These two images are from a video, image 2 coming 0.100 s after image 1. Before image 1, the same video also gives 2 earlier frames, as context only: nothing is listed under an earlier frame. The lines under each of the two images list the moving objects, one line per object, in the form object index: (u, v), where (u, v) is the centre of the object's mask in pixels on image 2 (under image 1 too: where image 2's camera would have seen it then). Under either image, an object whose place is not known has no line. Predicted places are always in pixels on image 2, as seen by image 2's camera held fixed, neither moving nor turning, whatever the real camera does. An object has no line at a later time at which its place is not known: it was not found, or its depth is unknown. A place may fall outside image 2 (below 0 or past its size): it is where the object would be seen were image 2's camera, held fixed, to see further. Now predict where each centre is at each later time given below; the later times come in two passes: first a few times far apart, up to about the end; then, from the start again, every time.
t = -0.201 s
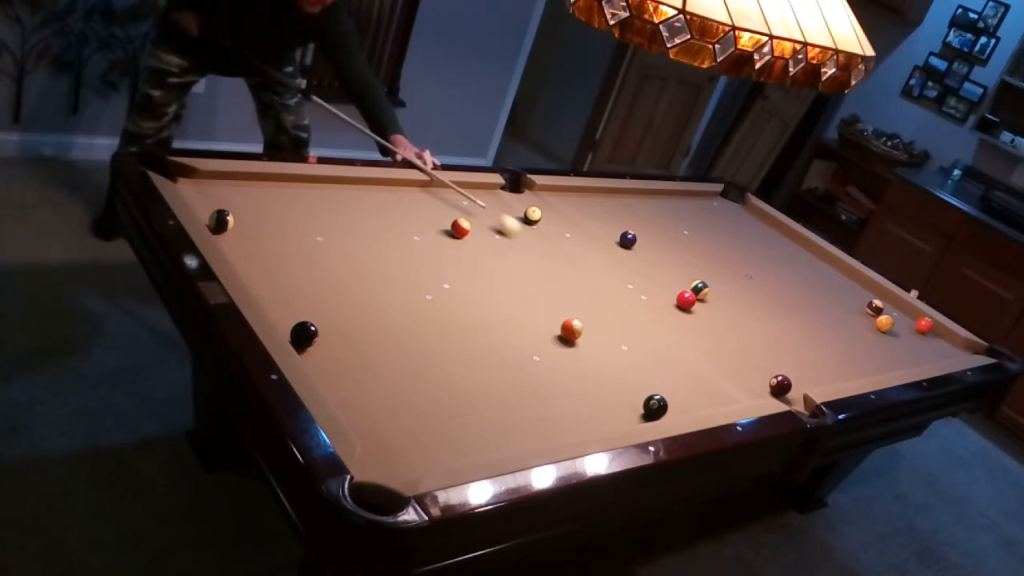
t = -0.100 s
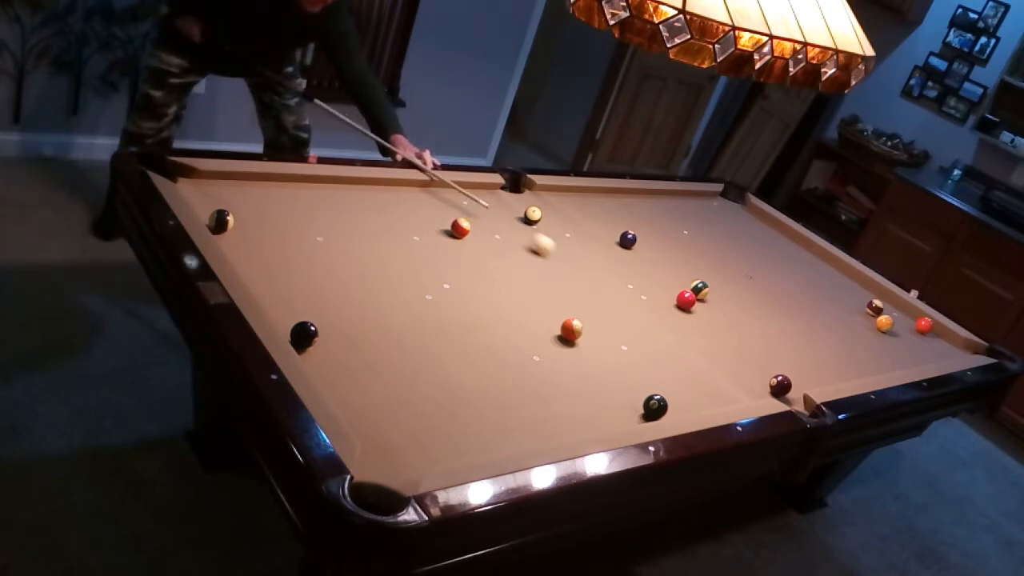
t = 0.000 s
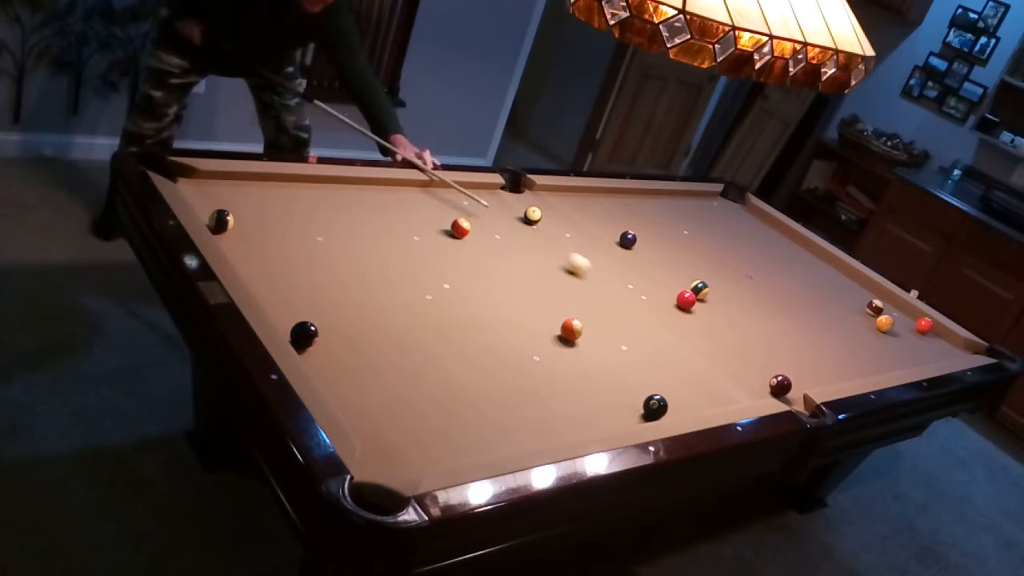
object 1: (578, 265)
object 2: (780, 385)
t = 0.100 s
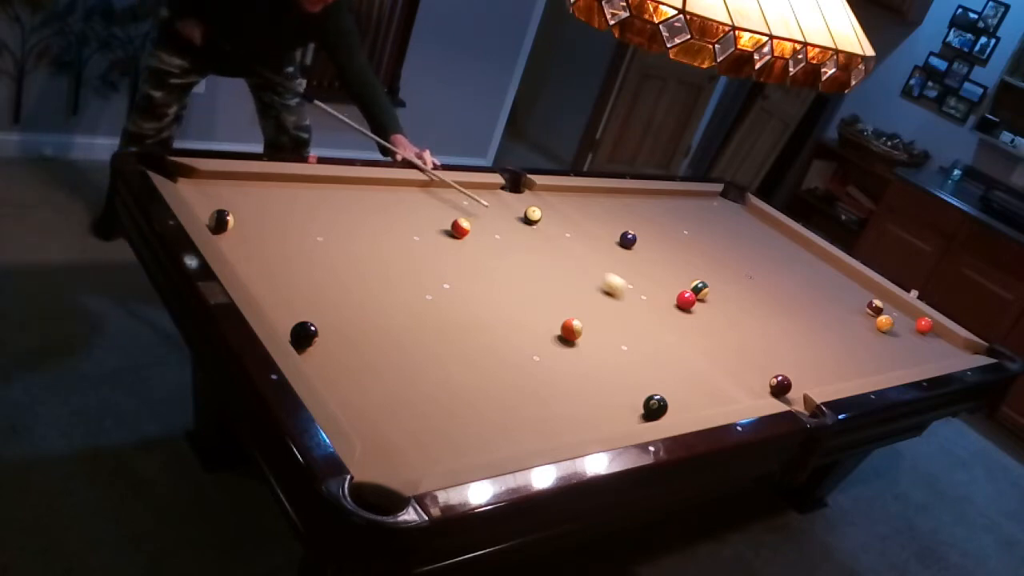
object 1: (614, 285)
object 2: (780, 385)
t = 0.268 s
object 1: (677, 321)
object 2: (780, 385)
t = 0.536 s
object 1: (780, 372)
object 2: (783, 390)
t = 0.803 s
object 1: (812, 370)
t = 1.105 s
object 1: (815, 347)
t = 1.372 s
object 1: (816, 330)
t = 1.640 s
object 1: (816, 314)
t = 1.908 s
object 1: (817, 301)
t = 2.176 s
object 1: (817, 289)
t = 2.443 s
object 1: (817, 277)
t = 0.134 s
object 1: (626, 292)
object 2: (780, 385)
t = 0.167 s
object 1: (639, 299)
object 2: (780, 385)
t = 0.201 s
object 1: (651, 306)
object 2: (780, 385)
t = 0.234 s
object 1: (664, 313)
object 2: (780, 385)
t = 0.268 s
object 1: (677, 321)
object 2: (780, 385)
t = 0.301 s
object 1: (690, 327)
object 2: (780, 385)
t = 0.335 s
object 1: (703, 335)
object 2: (780, 385)
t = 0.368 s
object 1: (717, 342)
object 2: (780, 385)
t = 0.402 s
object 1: (729, 349)
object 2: (780, 385)
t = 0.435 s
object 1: (742, 356)
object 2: (780, 385)
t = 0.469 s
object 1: (757, 365)
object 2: (780, 385)
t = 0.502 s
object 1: (768, 370)
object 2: (780, 386)
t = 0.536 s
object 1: (780, 372)
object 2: (783, 390)
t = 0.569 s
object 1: (790, 376)
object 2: (787, 394)
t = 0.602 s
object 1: (800, 381)
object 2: (790, 397)
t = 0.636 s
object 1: (809, 382)
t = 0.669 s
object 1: (811, 380)
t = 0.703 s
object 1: (811, 378)
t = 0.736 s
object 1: (811, 376)
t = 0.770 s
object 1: (812, 373)
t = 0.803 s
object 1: (812, 370)
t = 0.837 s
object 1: (812, 367)
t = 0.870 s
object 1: (813, 364)
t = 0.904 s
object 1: (813, 362)
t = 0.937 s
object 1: (813, 359)
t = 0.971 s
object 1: (813, 357)
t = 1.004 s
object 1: (814, 354)
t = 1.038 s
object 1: (814, 352)
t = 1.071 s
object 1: (814, 349)
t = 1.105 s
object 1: (815, 347)
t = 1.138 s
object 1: (815, 345)
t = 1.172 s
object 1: (815, 343)
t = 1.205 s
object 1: (815, 340)
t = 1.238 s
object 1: (815, 338)
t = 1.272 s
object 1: (815, 336)
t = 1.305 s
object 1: (815, 334)
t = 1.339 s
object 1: (816, 332)
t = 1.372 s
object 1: (816, 330)
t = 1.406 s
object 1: (816, 328)
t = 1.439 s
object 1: (816, 325)
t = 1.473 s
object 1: (816, 324)
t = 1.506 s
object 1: (816, 322)
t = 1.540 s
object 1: (817, 320)
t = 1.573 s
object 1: (816, 318)
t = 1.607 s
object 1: (816, 316)
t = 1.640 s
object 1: (816, 314)
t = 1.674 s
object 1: (817, 313)
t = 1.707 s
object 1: (817, 311)
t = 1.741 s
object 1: (817, 309)
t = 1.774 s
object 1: (817, 307)
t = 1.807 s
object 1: (817, 305)
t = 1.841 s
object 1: (817, 304)
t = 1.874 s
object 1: (817, 302)
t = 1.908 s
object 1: (817, 301)
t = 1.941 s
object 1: (817, 299)
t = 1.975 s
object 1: (817, 297)
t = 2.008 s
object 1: (817, 296)
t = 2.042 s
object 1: (817, 294)
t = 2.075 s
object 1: (817, 293)
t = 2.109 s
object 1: (817, 291)
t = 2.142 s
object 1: (817, 290)
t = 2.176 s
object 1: (817, 289)
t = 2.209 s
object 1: (817, 287)
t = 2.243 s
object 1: (817, 285)
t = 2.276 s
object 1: (817, 284)
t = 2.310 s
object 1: (817, 283)
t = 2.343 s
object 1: (817, 282)
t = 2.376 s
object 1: (817, 280)
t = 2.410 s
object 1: (817, 279)
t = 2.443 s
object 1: (817, 277)
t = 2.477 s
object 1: (816, 276)
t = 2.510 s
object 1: (816, 275)
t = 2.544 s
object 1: (816, 274)
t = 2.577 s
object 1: (816, 272)
